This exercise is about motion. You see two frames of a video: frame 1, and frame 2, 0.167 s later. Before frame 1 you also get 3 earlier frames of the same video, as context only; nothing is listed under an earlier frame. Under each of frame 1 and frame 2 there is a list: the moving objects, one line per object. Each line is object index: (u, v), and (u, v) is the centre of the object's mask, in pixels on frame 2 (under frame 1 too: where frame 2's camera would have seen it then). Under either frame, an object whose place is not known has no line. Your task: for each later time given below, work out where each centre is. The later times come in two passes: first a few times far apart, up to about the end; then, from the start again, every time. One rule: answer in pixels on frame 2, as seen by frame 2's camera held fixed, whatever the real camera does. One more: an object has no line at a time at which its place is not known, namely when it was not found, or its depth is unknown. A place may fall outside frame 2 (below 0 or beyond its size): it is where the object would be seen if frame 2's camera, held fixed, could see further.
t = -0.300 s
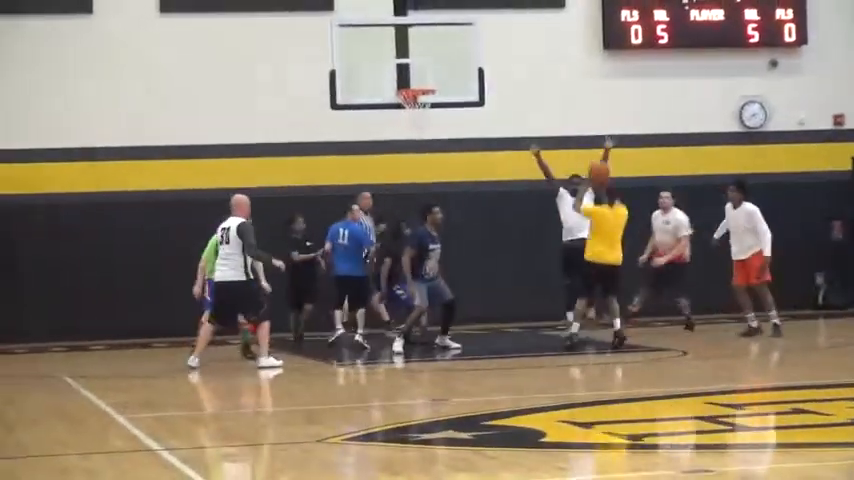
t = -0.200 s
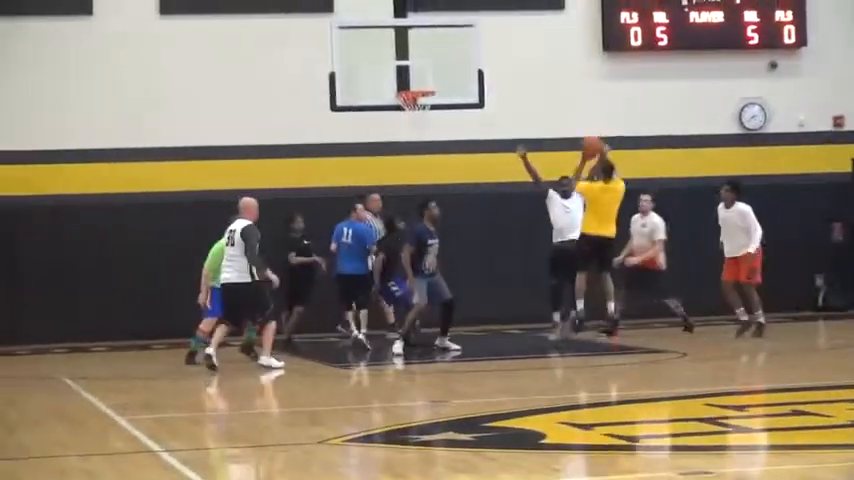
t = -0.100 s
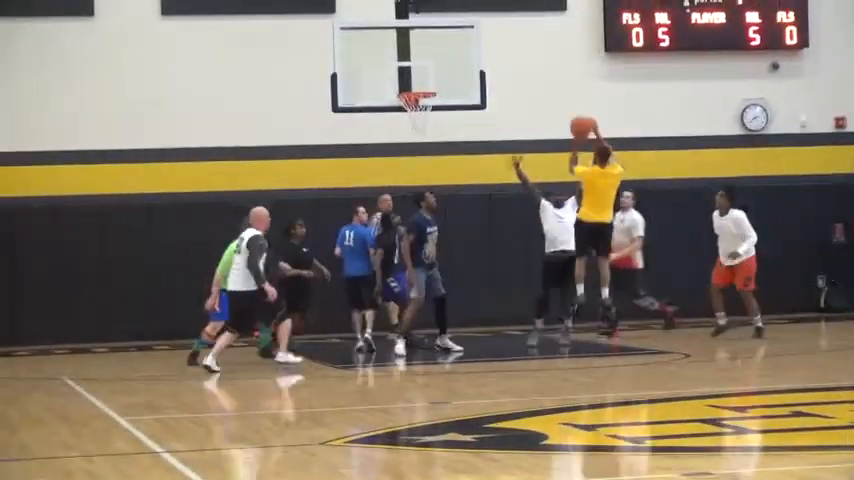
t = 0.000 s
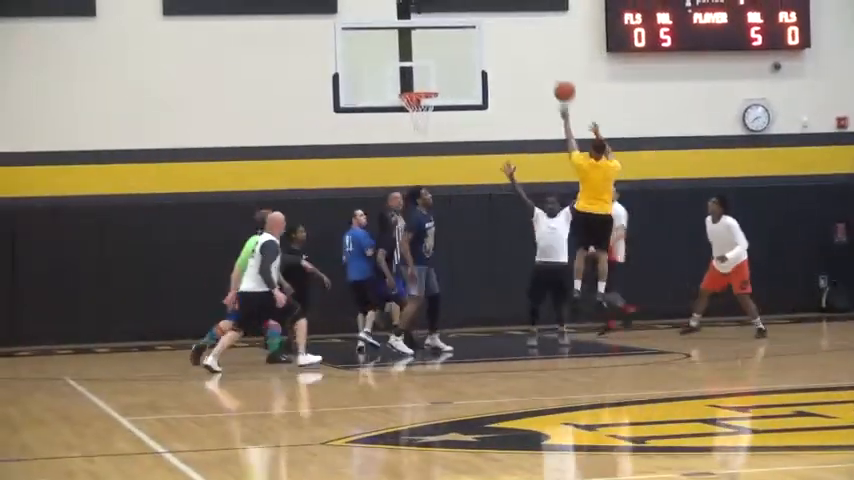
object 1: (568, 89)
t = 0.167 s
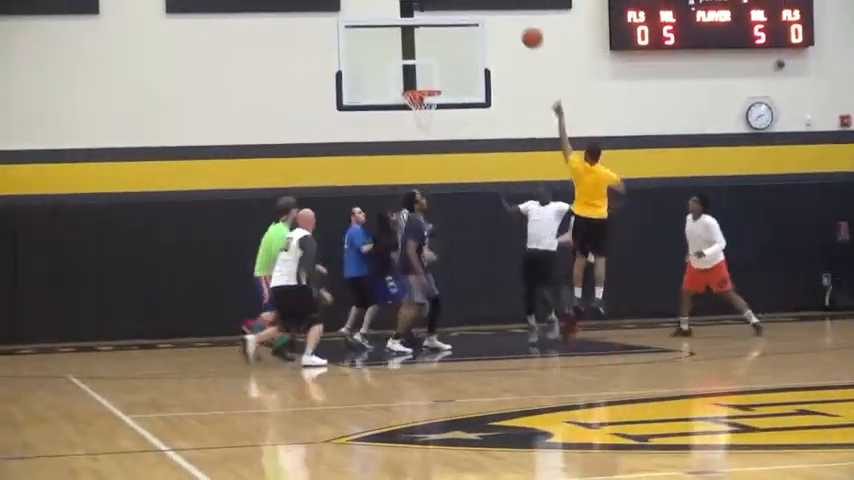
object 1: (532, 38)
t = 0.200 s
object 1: (526, 31)
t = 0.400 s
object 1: (486, 9)
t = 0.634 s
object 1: (444, 26)
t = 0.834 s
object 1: (413, 73)
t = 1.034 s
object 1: (439, 59)
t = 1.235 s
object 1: (479, 53)
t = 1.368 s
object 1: (505, 67)
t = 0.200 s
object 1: (526, 31)
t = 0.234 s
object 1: (519, 25)
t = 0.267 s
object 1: (512, 19)
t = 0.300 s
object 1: (506, 15)
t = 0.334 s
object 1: (499, 12)
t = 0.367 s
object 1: (493, 10)
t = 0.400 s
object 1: (486, 9)
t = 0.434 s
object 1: (480, 9)
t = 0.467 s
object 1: (474, 10)
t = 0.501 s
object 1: (468, 10)
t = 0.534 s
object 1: (462, 11)
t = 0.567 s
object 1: (456, 15)
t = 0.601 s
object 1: (450, 20)
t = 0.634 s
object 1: (444, 26)
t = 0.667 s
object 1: (439, 32)
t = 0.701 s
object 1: (433, 39)
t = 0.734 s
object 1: (428, 46)
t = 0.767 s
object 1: (423, 54)
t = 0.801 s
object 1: (418, 64)
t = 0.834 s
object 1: (413, 73)
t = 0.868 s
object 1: (408, 83)
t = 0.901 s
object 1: (411, 80)
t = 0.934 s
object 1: (418, 73)
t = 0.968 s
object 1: (425, 67)
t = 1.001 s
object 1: (432, 63)
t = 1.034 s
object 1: (439, 59)
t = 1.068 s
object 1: (445, 55)
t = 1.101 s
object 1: (451, 53)
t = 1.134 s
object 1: (459, 52)
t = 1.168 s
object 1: (465, 51)
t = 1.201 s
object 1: (472, 51)
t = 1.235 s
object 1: (479, 53)
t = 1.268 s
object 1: (486, 55)
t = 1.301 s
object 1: (492, 58)
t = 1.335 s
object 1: (499, 62)
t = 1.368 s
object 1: (505, 67)
